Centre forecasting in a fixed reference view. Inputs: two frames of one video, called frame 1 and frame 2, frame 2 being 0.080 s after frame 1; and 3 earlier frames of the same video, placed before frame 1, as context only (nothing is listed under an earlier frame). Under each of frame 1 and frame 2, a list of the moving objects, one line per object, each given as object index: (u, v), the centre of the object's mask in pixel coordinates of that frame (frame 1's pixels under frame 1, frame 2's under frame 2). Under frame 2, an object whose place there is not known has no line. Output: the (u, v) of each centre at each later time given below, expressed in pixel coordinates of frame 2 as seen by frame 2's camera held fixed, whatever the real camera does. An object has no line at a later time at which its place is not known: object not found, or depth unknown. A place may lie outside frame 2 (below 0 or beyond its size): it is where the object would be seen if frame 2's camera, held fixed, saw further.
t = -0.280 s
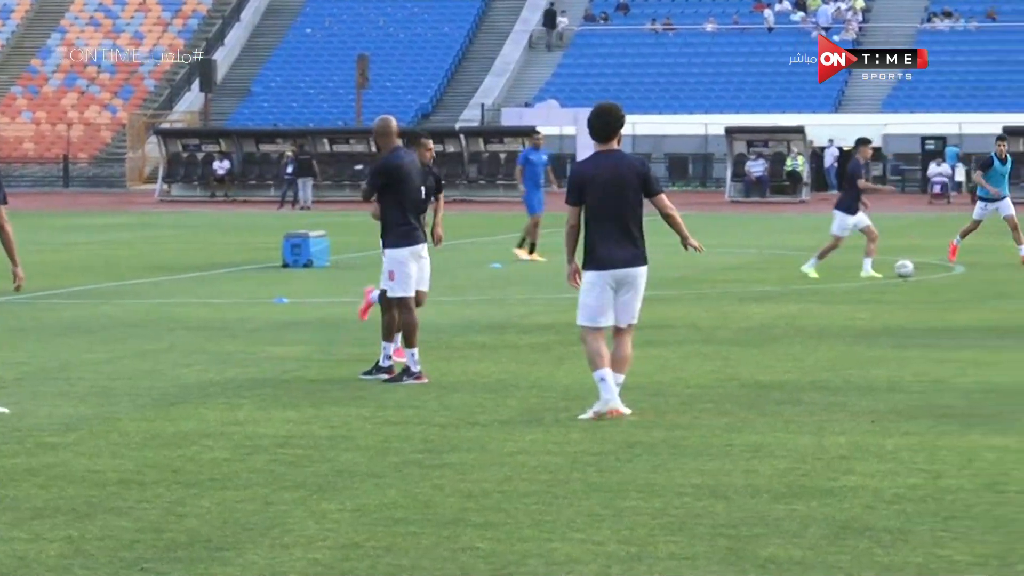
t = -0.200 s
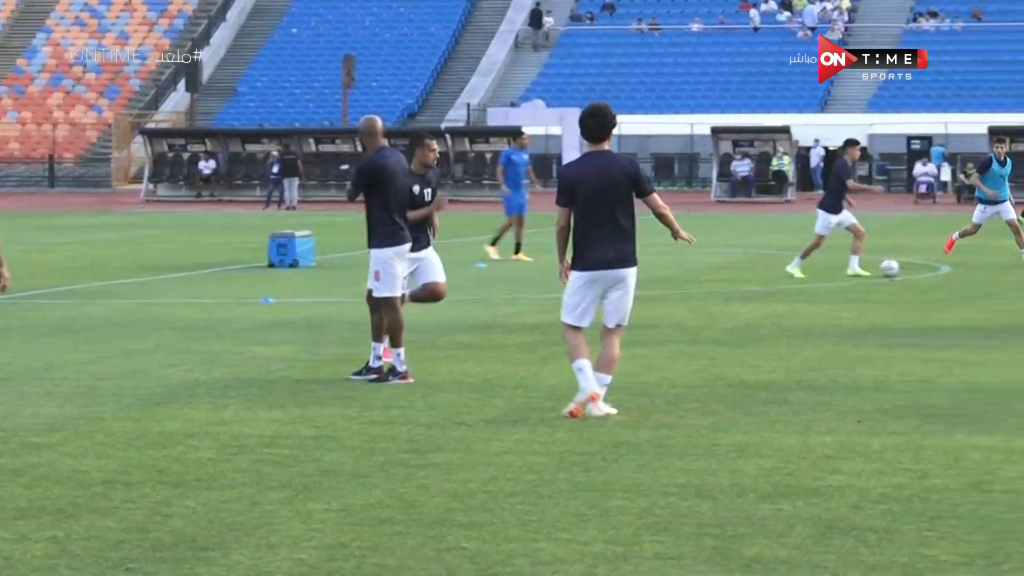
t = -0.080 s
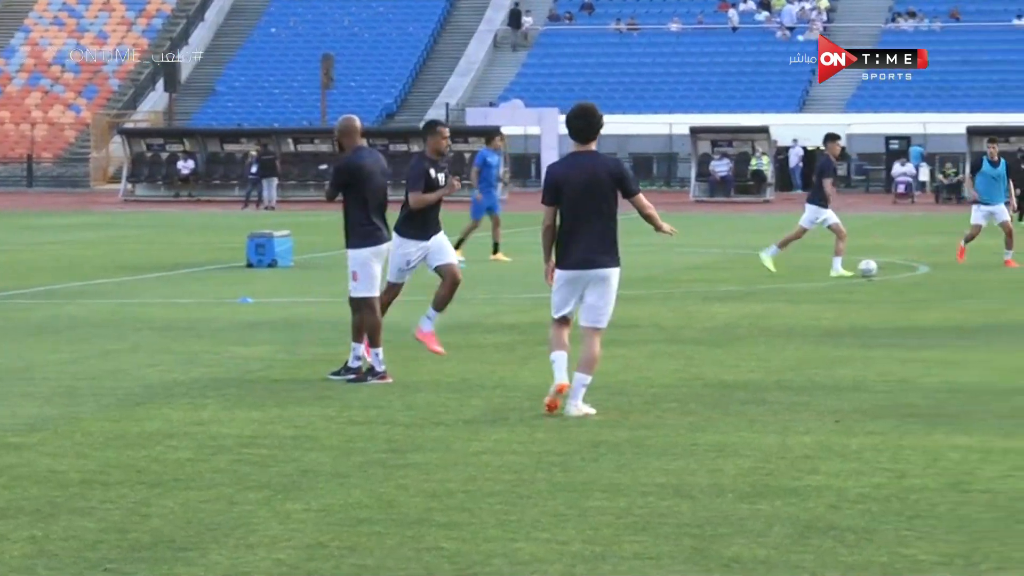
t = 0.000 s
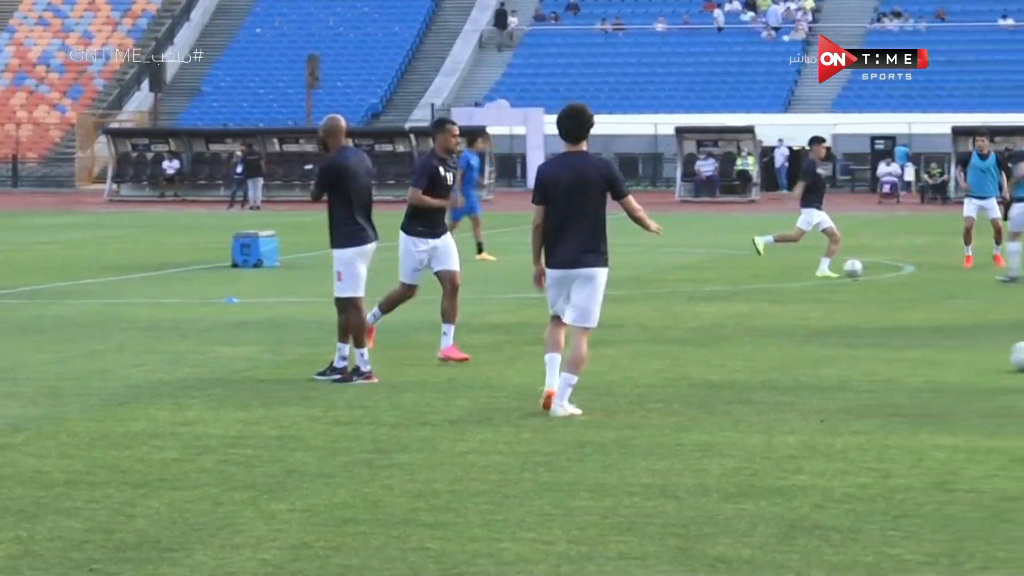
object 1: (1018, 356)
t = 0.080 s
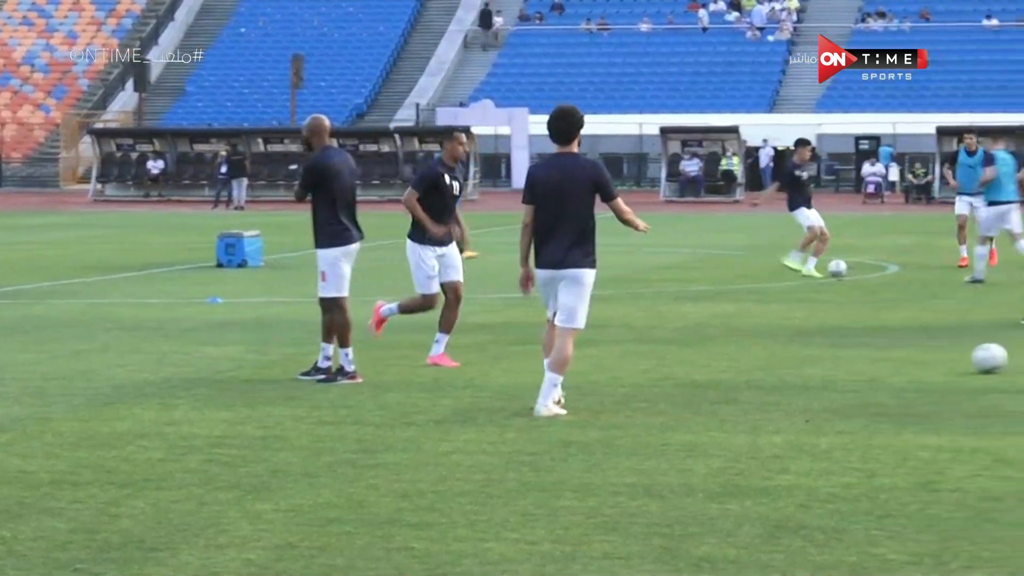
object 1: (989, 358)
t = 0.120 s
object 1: (977, 359)
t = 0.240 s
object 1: (943, 362)
